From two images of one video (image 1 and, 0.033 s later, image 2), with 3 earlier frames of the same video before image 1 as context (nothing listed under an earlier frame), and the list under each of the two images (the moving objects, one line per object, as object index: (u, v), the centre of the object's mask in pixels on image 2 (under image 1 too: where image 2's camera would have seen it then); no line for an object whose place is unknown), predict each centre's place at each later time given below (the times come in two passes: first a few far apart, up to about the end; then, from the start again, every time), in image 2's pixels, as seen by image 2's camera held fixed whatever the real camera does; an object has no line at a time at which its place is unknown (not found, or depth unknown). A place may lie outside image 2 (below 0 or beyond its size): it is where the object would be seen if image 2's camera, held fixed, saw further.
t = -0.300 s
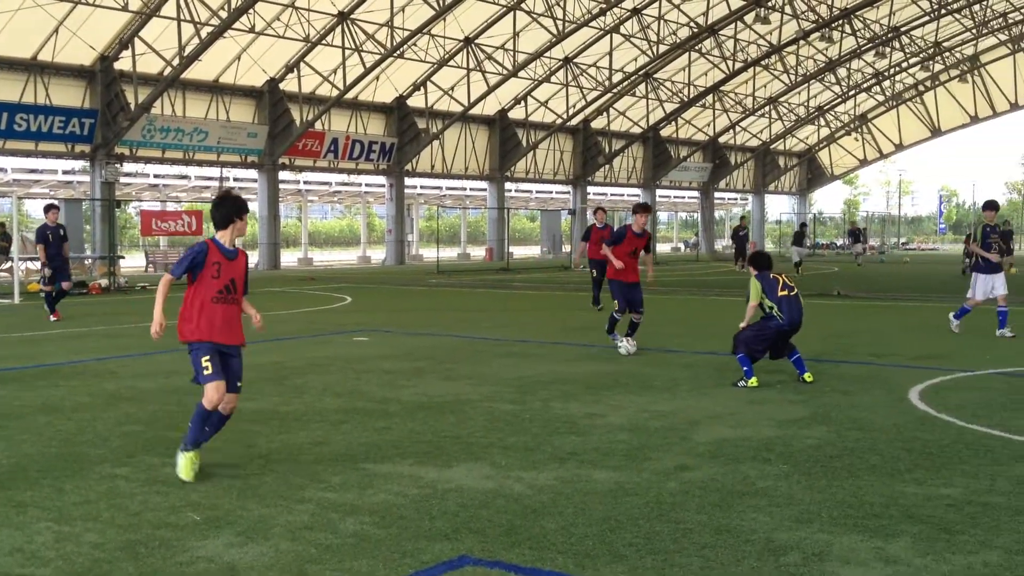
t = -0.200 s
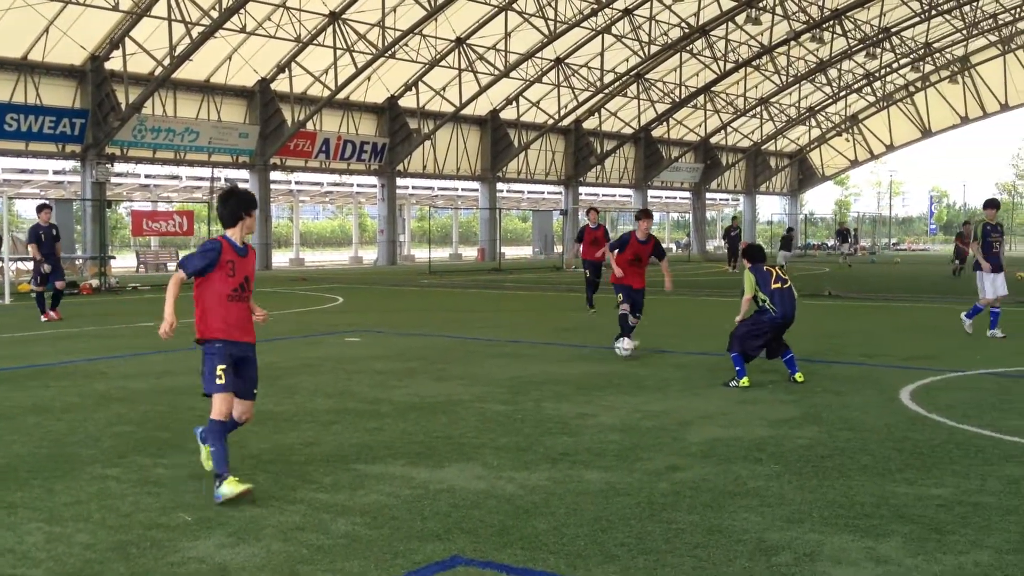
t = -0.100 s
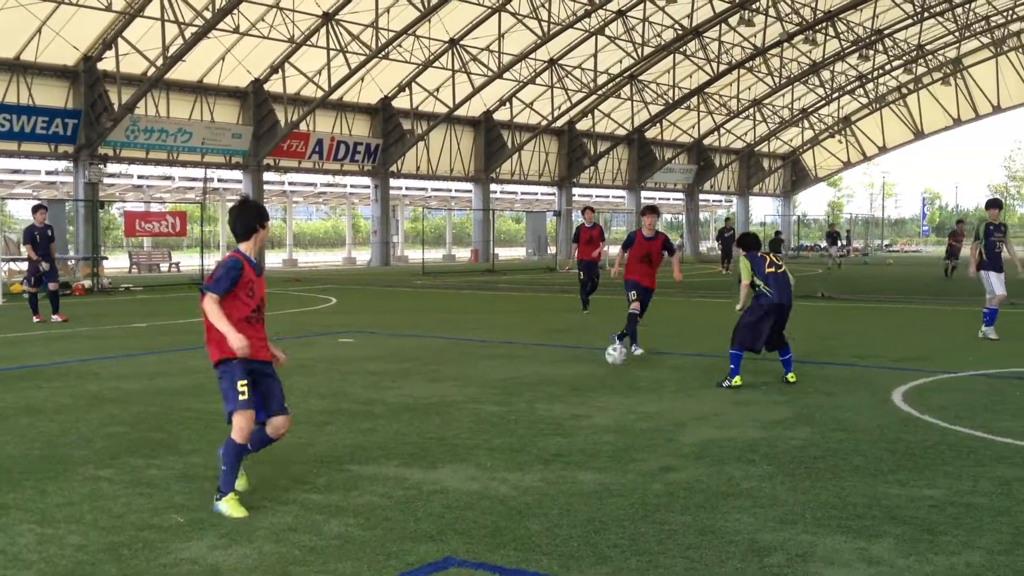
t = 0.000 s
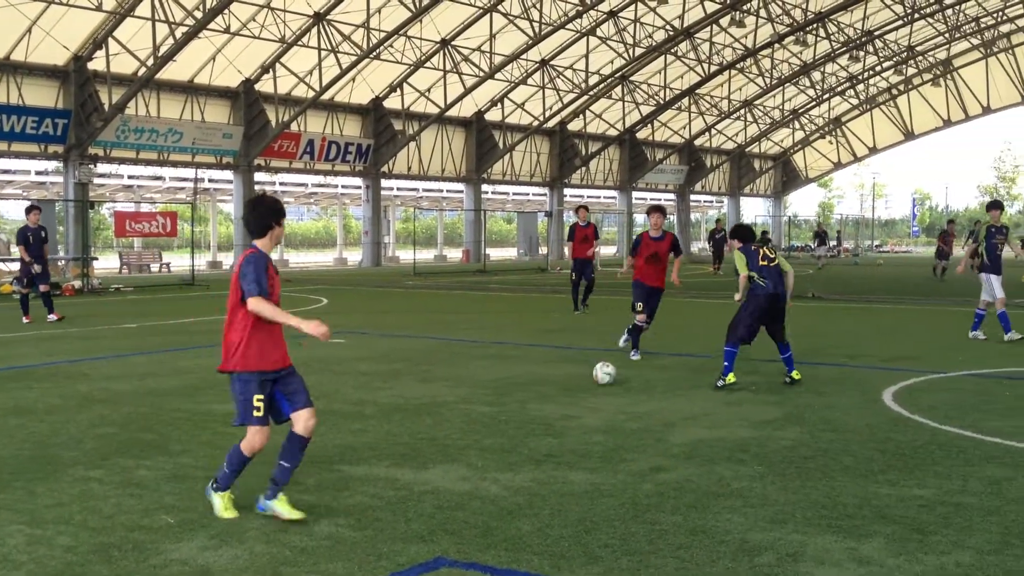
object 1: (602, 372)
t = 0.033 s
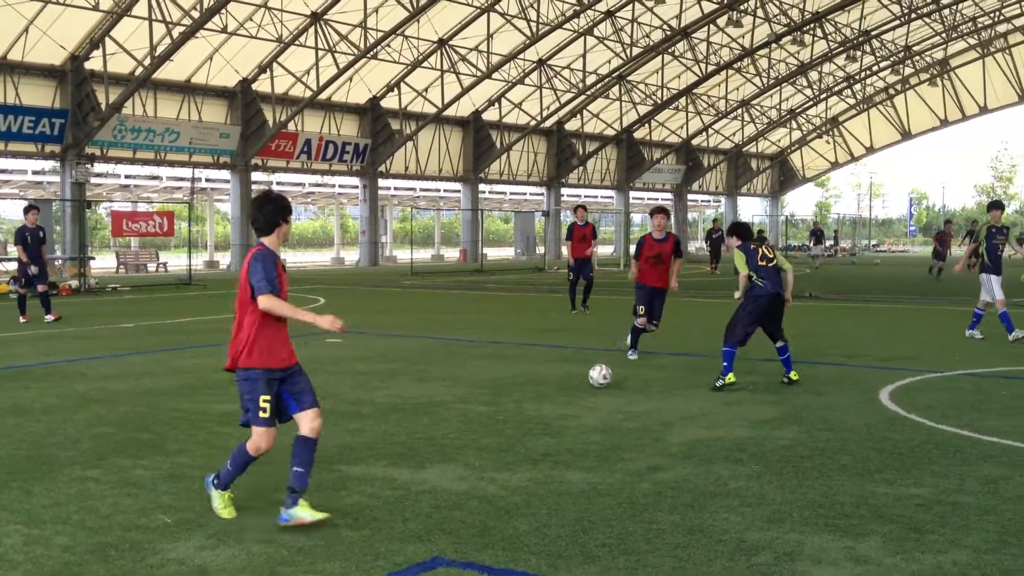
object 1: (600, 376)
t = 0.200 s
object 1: (593, 394)
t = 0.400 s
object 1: (580, 424)
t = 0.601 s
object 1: (570, 449)
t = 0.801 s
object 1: (556, 489)
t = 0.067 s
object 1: (599, 376)
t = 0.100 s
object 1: (597, 378)
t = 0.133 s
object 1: (596, 382)
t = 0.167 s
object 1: (595, 387)
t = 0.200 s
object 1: (593, 394)
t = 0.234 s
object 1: (591, 402)
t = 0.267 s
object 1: (589, 405)
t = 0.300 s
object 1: (587, 408)
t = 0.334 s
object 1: (585, 412)
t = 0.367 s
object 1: (583, 417)
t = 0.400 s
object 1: (580, 424)
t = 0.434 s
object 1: (578, 429)
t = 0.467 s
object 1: (576, 431)
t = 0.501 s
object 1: (575, 436)
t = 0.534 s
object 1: (573, 443)
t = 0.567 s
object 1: (571, 447)
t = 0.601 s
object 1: (570, 449)
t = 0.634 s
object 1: (568, 455)
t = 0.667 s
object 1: (566, 463)
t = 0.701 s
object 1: (564, 471)
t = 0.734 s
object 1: (561, 476)
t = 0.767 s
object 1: (558, 484)
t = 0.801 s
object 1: (556, 489)
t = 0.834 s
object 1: (554, 496)
